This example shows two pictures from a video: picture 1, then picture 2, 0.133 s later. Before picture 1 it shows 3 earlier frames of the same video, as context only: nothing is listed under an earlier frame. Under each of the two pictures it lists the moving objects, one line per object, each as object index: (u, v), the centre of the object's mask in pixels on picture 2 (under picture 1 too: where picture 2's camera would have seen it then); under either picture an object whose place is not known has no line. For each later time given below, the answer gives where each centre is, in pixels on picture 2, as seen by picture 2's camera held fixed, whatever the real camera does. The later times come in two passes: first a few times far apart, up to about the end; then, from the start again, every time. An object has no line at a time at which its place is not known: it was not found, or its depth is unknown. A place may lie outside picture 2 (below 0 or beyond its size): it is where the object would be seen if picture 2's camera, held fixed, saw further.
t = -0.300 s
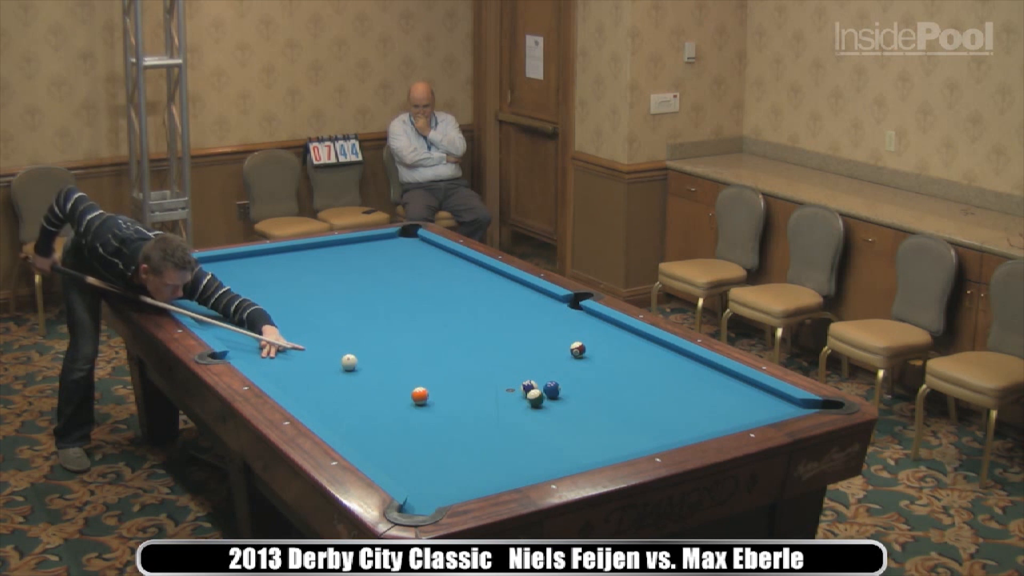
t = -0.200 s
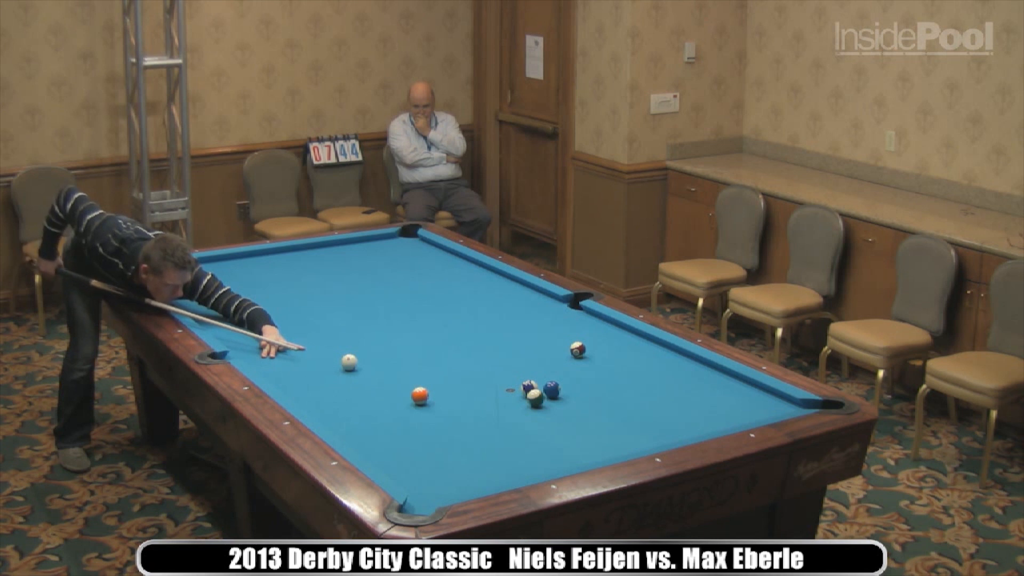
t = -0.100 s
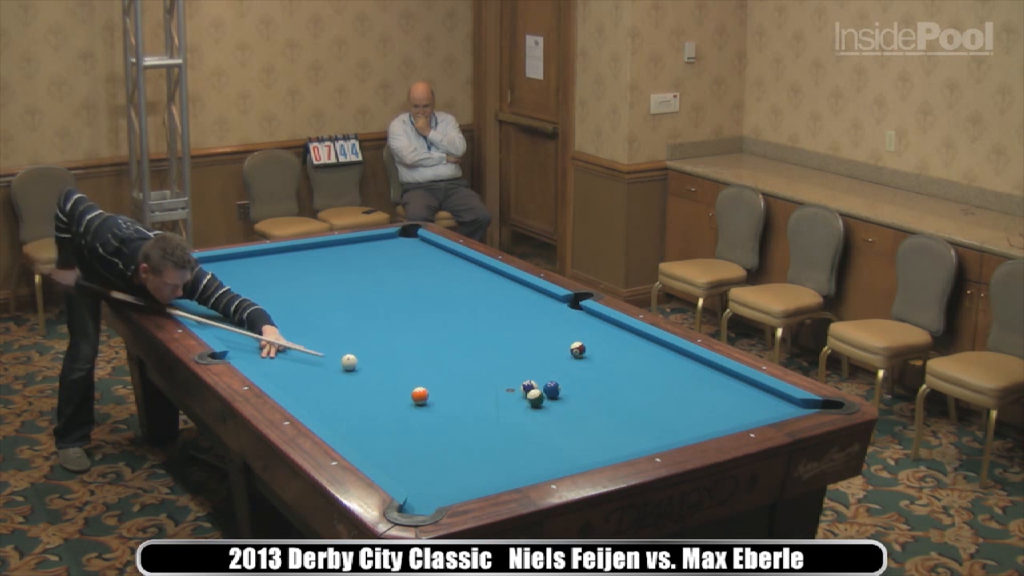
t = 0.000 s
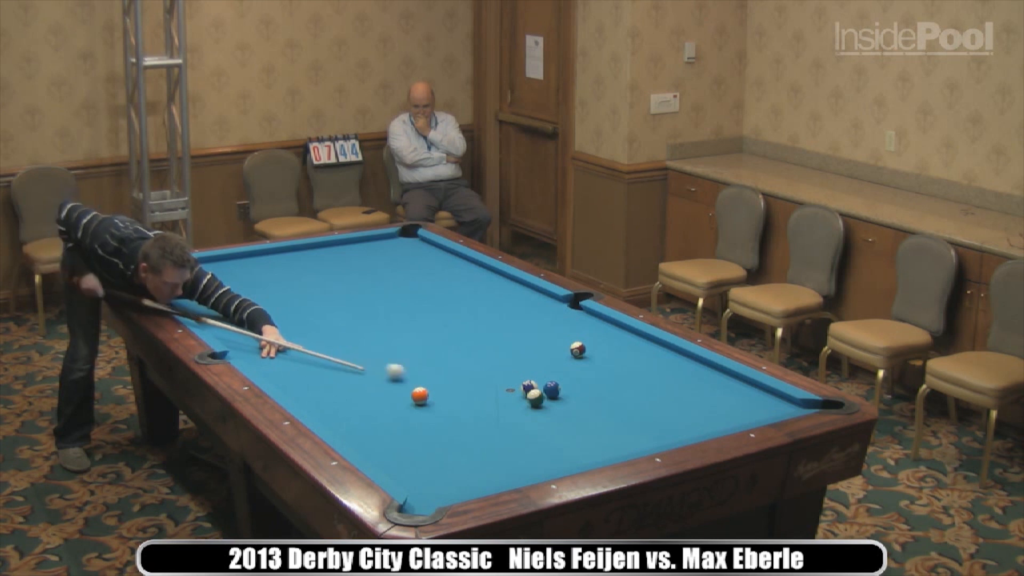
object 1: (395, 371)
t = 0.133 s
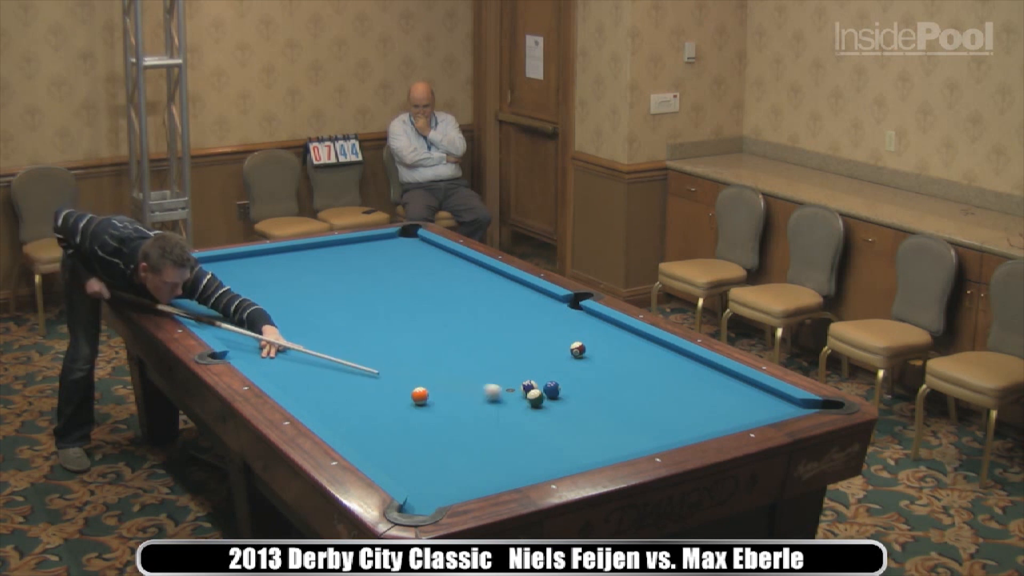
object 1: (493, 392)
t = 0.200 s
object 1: (518, 401)
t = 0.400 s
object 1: (526, 424)
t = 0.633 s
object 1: (538, 452)
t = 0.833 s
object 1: (536, 468)
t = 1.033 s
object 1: (491, 465)
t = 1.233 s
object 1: (448, 460)
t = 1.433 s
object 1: (408, 454)
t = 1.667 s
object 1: (363, 447)
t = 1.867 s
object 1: (361, 438)
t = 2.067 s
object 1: (364, 427)
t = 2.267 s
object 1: (367, 418)
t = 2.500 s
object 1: (370, 407)
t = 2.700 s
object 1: (372, 399)
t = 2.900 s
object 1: (375, 391)
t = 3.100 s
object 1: (377, 384)
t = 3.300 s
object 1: (379, 378)
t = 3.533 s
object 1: (381, 370)
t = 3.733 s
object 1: (383, 365)
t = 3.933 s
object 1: (384, 360)
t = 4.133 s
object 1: (386, 355)
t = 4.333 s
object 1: (387, 351)
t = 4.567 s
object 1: (388, 346)
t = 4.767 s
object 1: (389, 343)
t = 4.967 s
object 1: (390, 340)
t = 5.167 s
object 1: (391, 337)
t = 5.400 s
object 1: (392, 334)
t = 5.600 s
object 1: (393, 332)
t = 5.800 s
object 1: (394, 330)
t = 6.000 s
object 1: (395, 328)
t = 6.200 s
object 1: (395, 327)
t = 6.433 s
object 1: (396, 326)
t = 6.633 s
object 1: (397, 325)
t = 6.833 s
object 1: (398, 324)
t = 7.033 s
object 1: (398, 324)
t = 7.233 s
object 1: (398, 324)
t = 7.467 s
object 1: (398, 324)
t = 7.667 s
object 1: (398, 324)
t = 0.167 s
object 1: (516, 397)
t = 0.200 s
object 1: (518, 401)
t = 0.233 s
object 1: (518, 405)
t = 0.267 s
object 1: (520, 409)
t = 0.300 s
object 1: (521, 413)
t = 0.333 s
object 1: (523, 417)
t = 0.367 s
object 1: (524, 420)
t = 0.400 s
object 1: (526, 424)
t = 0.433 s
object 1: (528, 428)
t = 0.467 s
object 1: (529, 432)
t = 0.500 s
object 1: (531, 436)
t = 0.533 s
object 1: (533, 440)
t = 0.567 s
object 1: (535, 444)
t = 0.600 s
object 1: (536, 448)
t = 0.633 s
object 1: (538, 452)
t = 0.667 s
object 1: (540, 456)
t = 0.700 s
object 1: (542, 460)
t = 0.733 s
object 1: (544, 464)
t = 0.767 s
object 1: (545, 466)
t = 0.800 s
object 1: (545, 468)
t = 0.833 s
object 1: (536, 468)
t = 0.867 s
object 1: (528, 469)
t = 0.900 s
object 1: (520, 469)
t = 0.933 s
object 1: (514, 468)
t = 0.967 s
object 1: (506, 467)
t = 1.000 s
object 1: (499, 466)
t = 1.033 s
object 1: (491, 465)
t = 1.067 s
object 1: (484, 464)
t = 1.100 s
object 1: (477, 463)
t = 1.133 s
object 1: (470, 462)
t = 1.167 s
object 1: (463, 461)
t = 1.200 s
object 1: (456, 460)
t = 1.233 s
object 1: (448, 460)
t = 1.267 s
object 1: (442, 459)
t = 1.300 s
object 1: (435, 458)
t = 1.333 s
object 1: (428, 457)
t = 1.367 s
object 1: (421, 456)
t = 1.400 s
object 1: (414, 455)
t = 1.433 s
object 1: (408, 454)
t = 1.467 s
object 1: (401, 453)
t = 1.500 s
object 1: (394, 453)
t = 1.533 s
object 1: (388, 452)
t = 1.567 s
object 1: (382, 451)
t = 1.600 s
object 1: (375, 450)
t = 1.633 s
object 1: (369, 449)
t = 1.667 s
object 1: (363, 447)
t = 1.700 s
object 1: (359, 445)
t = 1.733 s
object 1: (359, 444)
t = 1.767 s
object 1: (359, 443)
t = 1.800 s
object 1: (359, 441)
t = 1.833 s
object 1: (360, 440)
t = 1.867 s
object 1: (361, 438)
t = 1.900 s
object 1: (361, 436)
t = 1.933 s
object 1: (362, 434)
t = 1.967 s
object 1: (362, 433)
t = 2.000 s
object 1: (363, 431)
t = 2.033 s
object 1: (363, 429)
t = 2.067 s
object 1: (364, 427)
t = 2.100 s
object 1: (364, 426)
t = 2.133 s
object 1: (365, 424)
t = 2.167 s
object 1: (366, 422)
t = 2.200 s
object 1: (366, 421)
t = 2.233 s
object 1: (366, 419)
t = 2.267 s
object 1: (367, 418)
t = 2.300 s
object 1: (367, 416)
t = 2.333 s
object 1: (367, 414)
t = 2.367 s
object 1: (368, 413)
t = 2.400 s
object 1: (368, 411)
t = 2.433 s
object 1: (369, 410)
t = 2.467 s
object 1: (369, 408)
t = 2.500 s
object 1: (370, 407)
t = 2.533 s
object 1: (370, 405)
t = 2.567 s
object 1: (371, 404)
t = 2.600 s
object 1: (371, 403)
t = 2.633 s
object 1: (372, 401)
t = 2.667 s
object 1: (372, 400)
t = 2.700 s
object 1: (372, 399)
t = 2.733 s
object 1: (373, 398)
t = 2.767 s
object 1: (373, 396)
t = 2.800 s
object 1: (374, 395)
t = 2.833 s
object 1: (374, 394)
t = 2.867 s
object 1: (374, 392)
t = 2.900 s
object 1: (375, 391)
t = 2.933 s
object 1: (375, 390)
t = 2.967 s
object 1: (375, 389)
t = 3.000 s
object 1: (376, 388)
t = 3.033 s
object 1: (376, 386)
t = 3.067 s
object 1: (376, 385)
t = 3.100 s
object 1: (377, 384)
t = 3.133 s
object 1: (377, 383)
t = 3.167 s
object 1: (378, 382)
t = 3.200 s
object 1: (378, 381)
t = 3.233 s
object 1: (378, 380)
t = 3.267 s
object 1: (379, 378)
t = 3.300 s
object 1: (379, 378)
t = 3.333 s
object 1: (379, 376)
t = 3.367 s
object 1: (379, 375)
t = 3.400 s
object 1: (380, 374)
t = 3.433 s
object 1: (380, 373)
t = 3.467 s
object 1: (380, 372)
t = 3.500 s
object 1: (381, 372)
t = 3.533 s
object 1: (381, 370)
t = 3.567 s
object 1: (381, 369)
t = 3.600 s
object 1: (381, 369)
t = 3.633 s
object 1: (382, 368)
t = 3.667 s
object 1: (382, 367)
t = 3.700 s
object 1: (382, 366)
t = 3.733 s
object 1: (383, 365)
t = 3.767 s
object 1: (383, 364)
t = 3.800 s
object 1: (383, 363)
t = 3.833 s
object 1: (384, 362)
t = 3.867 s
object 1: (384, 362)
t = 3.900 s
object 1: (384, 361)
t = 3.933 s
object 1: (384, 360)
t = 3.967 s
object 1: (385, 359)
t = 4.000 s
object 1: (385, 358)
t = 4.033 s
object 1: (385, 358)
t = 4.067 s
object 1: (385, 357)
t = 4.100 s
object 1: (386, 356)
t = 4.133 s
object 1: (386, 355)
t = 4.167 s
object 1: (386, 355)
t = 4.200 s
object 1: (386, 354)
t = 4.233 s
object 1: (387, 353)
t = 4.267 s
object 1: (387, 352)
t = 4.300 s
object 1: (387, 352)
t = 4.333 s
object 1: (387, 351)
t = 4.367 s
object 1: (387, 350)
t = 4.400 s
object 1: (388, 350)
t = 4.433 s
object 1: (388, 349)
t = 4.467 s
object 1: (388, 348)
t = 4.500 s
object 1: (388, 348)
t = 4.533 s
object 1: (388, 347)
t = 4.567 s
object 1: (388, 346)
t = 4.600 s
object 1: (389, 346)
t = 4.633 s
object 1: (389, 345)
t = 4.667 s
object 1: (389, 345)
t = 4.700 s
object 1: (389, 344)
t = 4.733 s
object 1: (389, 343)
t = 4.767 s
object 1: (389, 343)
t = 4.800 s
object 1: (389, 342)
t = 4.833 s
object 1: (390, 342)
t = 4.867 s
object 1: (390, 341)
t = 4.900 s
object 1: (390, 341)
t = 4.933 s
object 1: (390, 340)
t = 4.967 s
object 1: (390, 340)
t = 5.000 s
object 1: (390, 339)
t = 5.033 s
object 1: (391, 339)
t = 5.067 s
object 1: (391, 338)
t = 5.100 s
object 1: (391, 338)
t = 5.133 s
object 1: (391, 337)
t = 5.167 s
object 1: (391, 337)
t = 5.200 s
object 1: (391, 337)
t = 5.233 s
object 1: (391, 336)
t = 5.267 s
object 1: (392, 336)
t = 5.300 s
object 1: (392, 335)
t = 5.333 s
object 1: (392, 335)
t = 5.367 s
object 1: (392, 335)
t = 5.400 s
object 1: (392, 334)
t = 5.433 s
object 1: (392, 334)
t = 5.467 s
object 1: (392, 333)
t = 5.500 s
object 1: (393, 333)
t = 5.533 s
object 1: (393, 333)
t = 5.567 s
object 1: (393, 332)
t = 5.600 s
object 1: (393, 332)
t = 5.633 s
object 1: (393, 332)
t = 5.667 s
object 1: (394, 331)
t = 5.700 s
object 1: (394, 331)
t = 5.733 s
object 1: (394, 330)
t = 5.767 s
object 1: (394, 330)
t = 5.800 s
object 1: (394, 330)
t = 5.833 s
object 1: (394, 330)
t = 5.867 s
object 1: (394, 329)
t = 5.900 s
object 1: (394, 329)
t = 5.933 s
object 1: (394, 329)
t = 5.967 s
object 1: (395, 329)
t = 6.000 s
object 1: (395, 328)
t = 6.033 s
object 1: (395, 328)
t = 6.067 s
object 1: (395, 328)
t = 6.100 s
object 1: (395, 328)
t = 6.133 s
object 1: (395, 327)
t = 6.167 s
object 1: (395, 327)
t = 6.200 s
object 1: (395, 327)
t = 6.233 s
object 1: (396, 327)
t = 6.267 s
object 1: (396, 327)
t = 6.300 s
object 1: (396, 327)
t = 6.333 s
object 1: (396, 327)
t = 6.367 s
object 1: (396, 326)
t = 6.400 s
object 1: (396, 326)
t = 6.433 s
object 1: (396, 326)
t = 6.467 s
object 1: (397, 326)
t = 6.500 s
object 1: (397, 325)
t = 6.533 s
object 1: (397, 325)
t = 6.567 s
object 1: (397, 325)
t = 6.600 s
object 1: (397, 325)
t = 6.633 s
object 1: (397, 325)
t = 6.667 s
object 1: (397, 325)
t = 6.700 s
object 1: (397, 325)
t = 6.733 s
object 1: (397, 325)
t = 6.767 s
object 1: (397, 325)
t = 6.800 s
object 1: (398, 324)
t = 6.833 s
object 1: (398, 324)
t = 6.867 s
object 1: (398, 324)
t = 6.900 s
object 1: (398, 324)
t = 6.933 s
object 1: (398, 324)
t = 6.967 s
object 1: (398, 324)
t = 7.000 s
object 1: (398, 324)
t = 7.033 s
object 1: (398, 324)
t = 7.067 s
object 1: (398, 324)
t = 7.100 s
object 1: (398, 324)
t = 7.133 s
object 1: (398, 324)
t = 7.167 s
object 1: (398, 324)
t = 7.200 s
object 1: (398, 324)
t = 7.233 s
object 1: (398, 324)
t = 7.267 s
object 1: (398, 324)
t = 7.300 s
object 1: (398, 324)
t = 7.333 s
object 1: (398, 324)
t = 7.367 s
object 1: (398, 324)
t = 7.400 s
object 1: (398, 324)
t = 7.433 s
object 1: (398, 324)
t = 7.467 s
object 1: (398, 324)
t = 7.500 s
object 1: (398, 324)
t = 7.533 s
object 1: (398, 324)
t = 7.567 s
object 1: (398, 324)
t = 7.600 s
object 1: (398, 324)
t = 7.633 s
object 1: (398, 324)
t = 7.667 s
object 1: (398, 324)
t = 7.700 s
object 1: (398, 324)
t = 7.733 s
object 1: (398, 324)
